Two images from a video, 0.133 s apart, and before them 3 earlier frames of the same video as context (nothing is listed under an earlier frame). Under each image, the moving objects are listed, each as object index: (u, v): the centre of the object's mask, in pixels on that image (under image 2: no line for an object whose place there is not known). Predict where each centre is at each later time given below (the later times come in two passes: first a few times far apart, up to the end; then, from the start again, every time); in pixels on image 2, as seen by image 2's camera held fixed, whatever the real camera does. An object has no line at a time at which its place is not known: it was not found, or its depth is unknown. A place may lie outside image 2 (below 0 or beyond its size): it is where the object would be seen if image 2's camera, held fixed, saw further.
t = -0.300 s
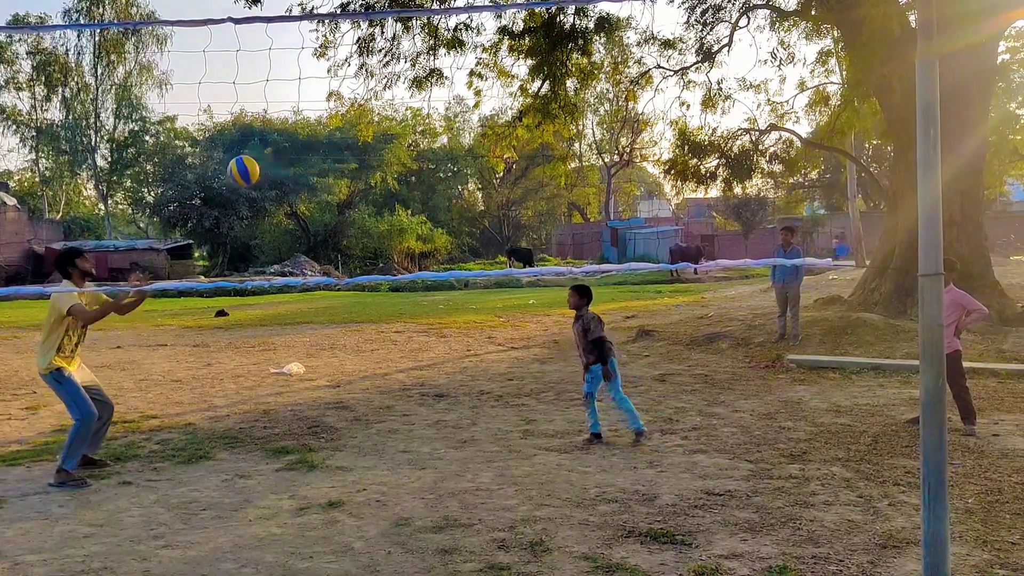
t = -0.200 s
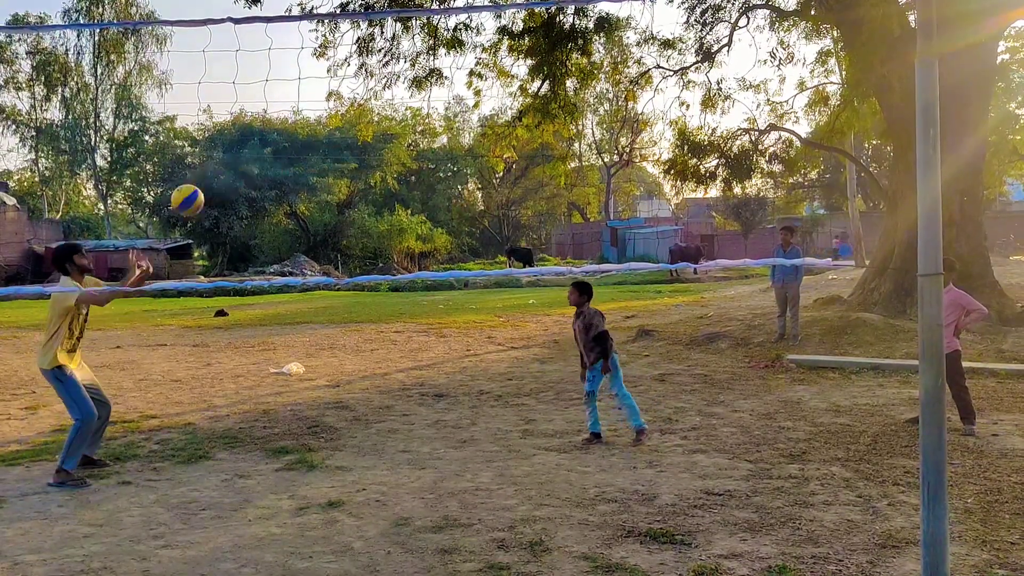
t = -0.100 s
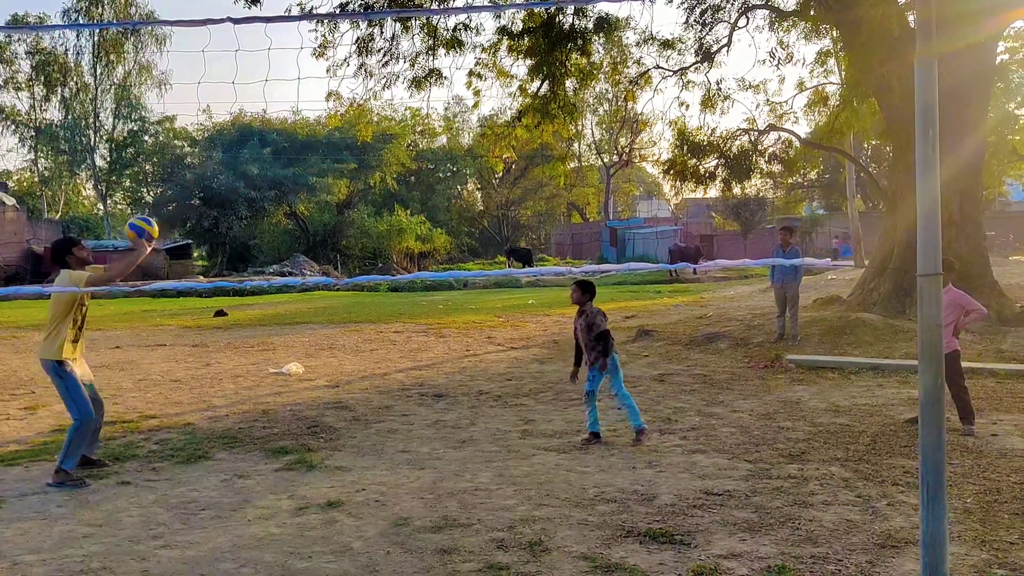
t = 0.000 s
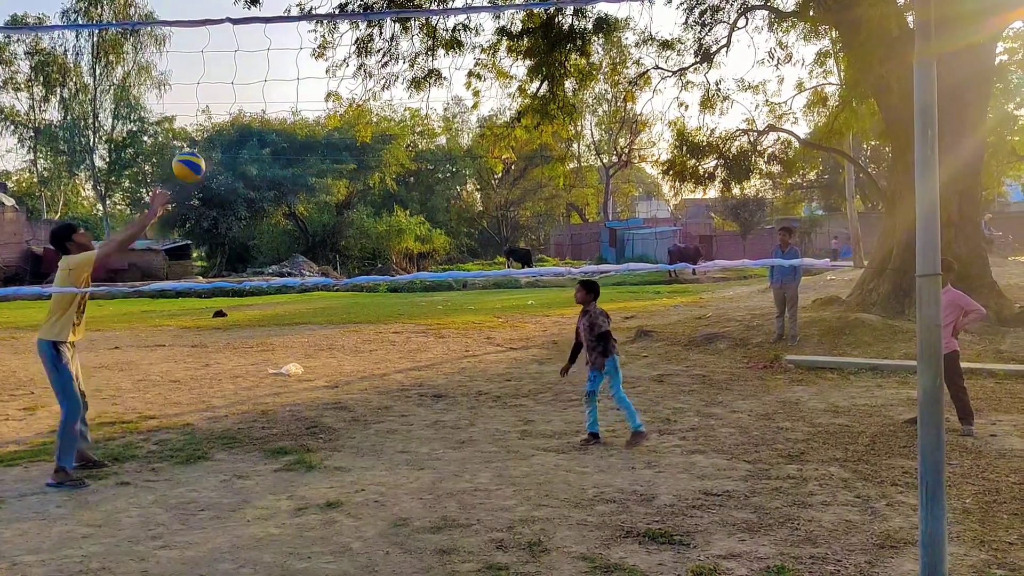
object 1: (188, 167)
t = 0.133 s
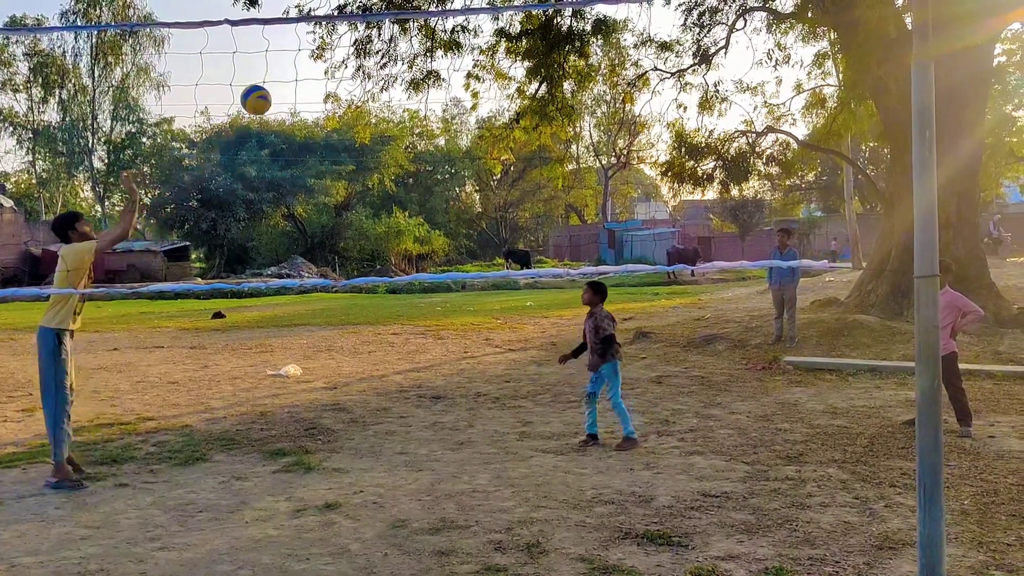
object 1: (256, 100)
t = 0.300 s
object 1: (337, 54)
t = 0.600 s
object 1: (474, 76)
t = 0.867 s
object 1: (580, 193)
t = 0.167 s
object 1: (272, 87)
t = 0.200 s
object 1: (289, 77)
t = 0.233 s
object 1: (305, 67)
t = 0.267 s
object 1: (322, 60)
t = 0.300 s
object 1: (337, 54)
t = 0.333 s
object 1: (353, 51)
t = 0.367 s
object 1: (369, 49)
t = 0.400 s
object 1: (385, 48)
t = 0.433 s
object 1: (400, 49)
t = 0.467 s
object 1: (415, 51)
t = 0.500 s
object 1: (430, 55)
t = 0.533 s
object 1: (445, 60)
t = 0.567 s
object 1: (459, 67)
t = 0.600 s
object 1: (474, 76)
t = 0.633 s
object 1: (488, 86)
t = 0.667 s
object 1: (502, 97)
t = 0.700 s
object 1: (515, 109)
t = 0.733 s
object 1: (529, 124)
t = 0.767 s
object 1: (543, 138)
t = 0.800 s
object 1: (553, 157)
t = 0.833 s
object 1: (567, 174)
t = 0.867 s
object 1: (580, 193)
